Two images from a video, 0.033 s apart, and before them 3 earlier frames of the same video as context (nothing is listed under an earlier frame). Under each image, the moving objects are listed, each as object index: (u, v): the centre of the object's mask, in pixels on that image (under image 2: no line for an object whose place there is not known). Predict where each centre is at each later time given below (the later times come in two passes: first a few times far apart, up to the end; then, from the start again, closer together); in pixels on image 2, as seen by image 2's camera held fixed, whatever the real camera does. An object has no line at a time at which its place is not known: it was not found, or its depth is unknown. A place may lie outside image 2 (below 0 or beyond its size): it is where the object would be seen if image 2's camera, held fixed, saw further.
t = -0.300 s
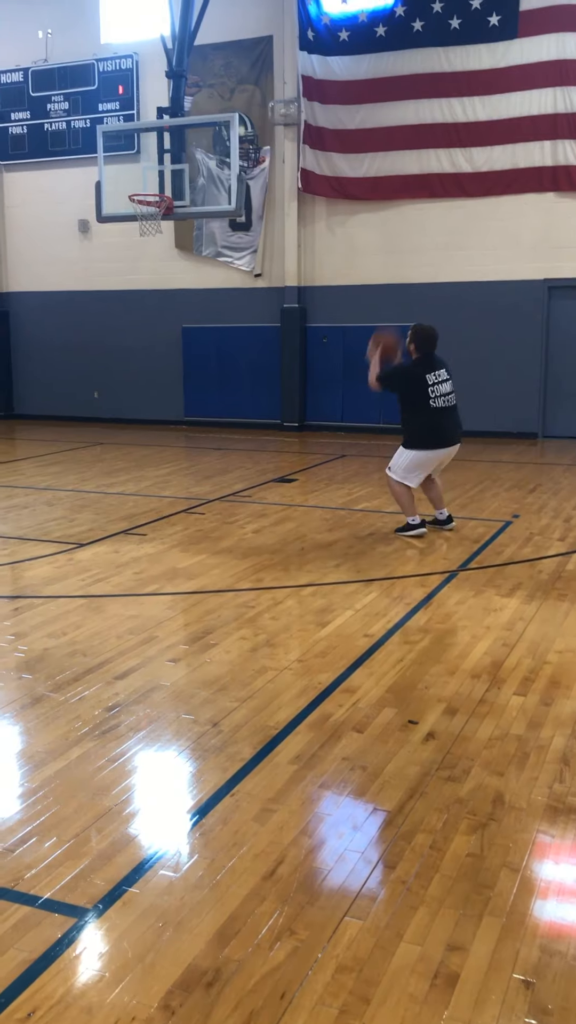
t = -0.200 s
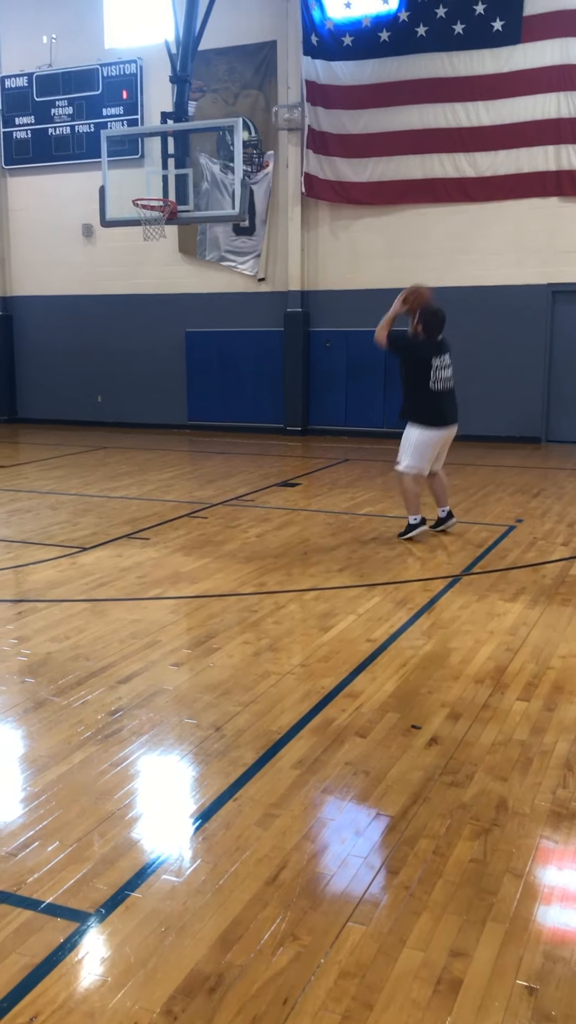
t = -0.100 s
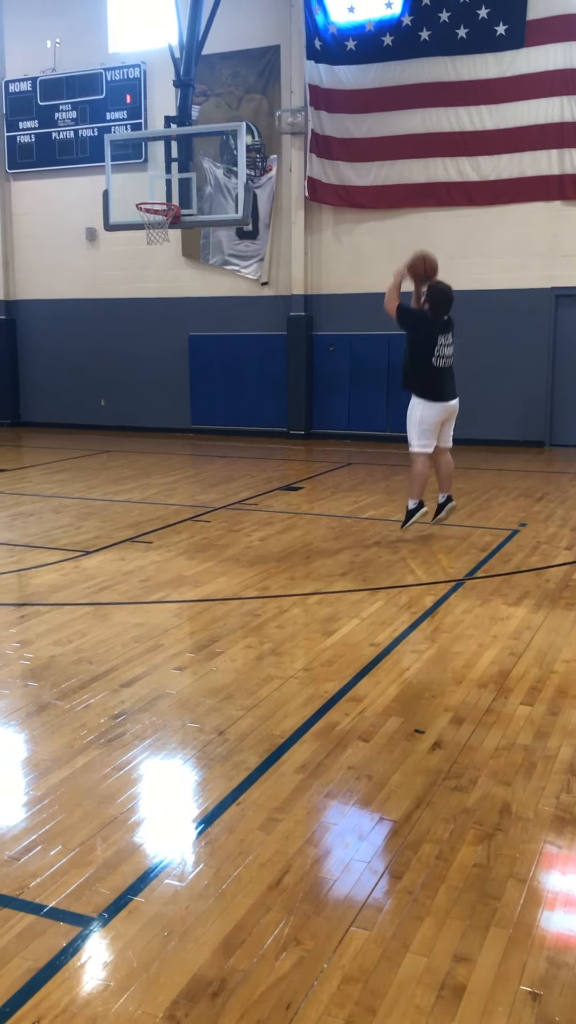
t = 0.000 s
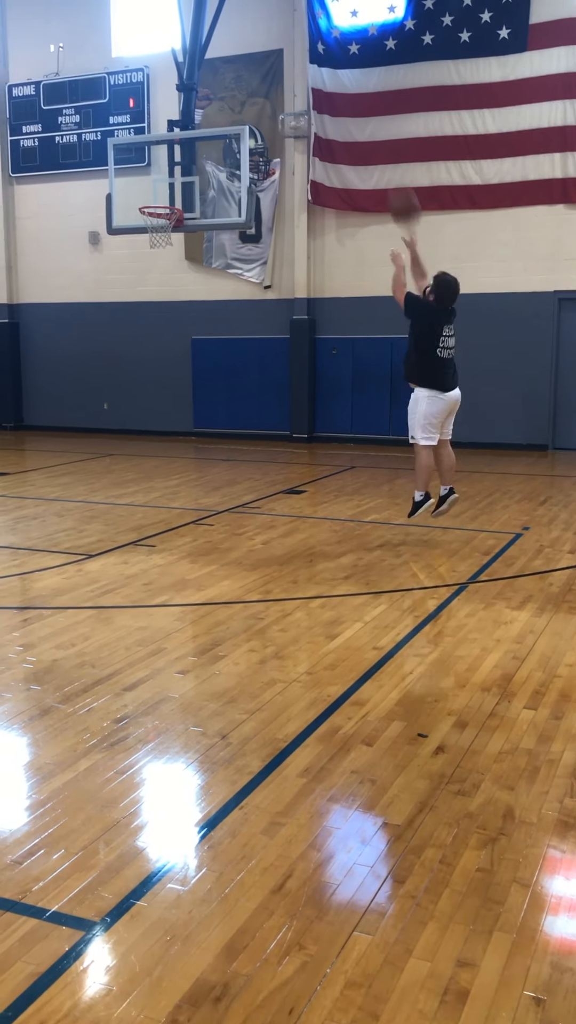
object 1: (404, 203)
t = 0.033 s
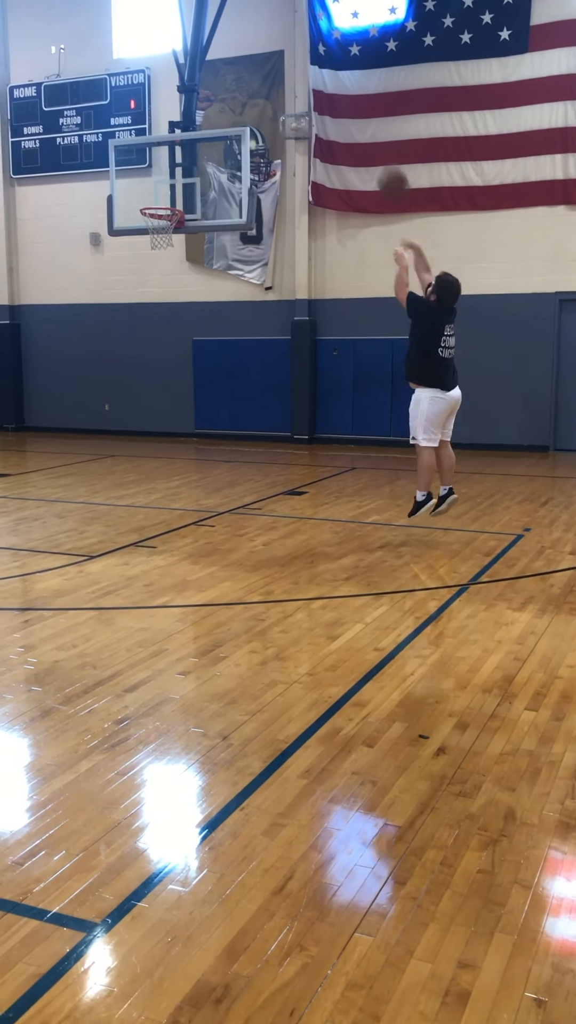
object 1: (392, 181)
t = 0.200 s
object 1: (340, 93)
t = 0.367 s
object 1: (294, 46)
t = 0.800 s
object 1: (199, 77)
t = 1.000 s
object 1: (166, 147)
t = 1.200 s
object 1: (160, 189)
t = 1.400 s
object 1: (198, 166)
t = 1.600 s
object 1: (221, 167)
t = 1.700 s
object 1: (230, 179)
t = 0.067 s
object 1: (383, 160)
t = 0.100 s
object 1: (373, 142)
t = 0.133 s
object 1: (360, 123)
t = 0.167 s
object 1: (351, 108)
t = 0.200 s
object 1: (340, 93)
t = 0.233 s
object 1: (331, 80)
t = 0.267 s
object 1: (321, 70)
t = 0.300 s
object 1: (312, 61)
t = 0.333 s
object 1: (303, 53)
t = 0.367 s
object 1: (294, 46)
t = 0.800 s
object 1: (199, 77)
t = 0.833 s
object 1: (193, 87)
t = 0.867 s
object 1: (187, 96)
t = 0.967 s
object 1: (172, 133)
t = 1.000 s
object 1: (166, 147)
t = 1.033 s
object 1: (161, 161)
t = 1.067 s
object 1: (156, 177)
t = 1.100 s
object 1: (151, 192)
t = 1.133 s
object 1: (148, 203)
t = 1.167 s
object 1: (154, 197)
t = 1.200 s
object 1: (160, 189)
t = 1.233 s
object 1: (166, 183)
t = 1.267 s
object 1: (172, 178)
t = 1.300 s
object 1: (180, 173)
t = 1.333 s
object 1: (186, 169)
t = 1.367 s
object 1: (191, 167)
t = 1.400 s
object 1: (198, 166)
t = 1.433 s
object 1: (204, 165)
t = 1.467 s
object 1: (209, 165)
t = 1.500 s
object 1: (213, 164)
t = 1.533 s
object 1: (215, 164)
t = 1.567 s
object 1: (217, 165)
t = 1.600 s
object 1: (221, 167)
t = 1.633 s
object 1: (224, 170)
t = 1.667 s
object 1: (227, 175)
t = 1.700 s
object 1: (230, 179)
